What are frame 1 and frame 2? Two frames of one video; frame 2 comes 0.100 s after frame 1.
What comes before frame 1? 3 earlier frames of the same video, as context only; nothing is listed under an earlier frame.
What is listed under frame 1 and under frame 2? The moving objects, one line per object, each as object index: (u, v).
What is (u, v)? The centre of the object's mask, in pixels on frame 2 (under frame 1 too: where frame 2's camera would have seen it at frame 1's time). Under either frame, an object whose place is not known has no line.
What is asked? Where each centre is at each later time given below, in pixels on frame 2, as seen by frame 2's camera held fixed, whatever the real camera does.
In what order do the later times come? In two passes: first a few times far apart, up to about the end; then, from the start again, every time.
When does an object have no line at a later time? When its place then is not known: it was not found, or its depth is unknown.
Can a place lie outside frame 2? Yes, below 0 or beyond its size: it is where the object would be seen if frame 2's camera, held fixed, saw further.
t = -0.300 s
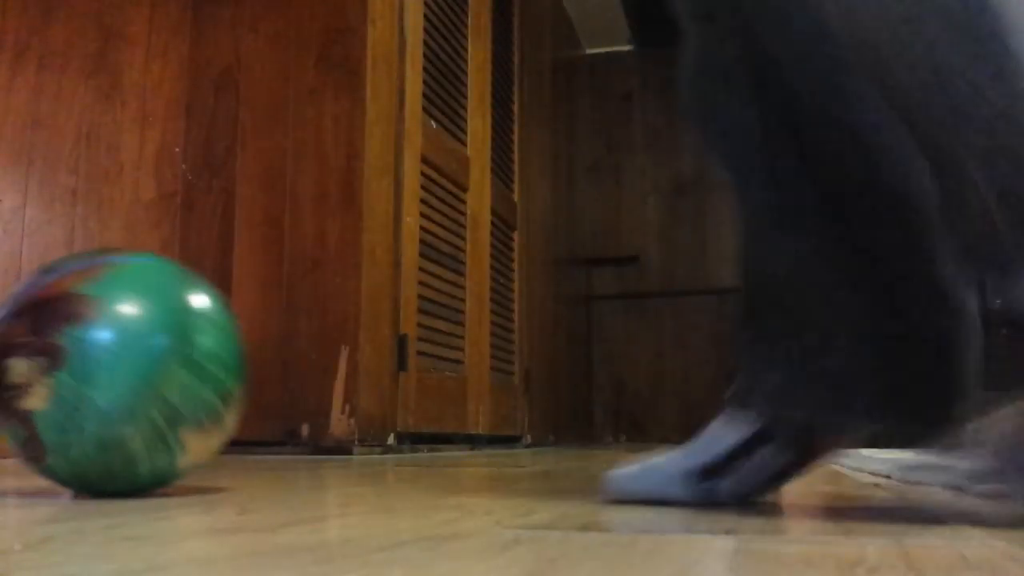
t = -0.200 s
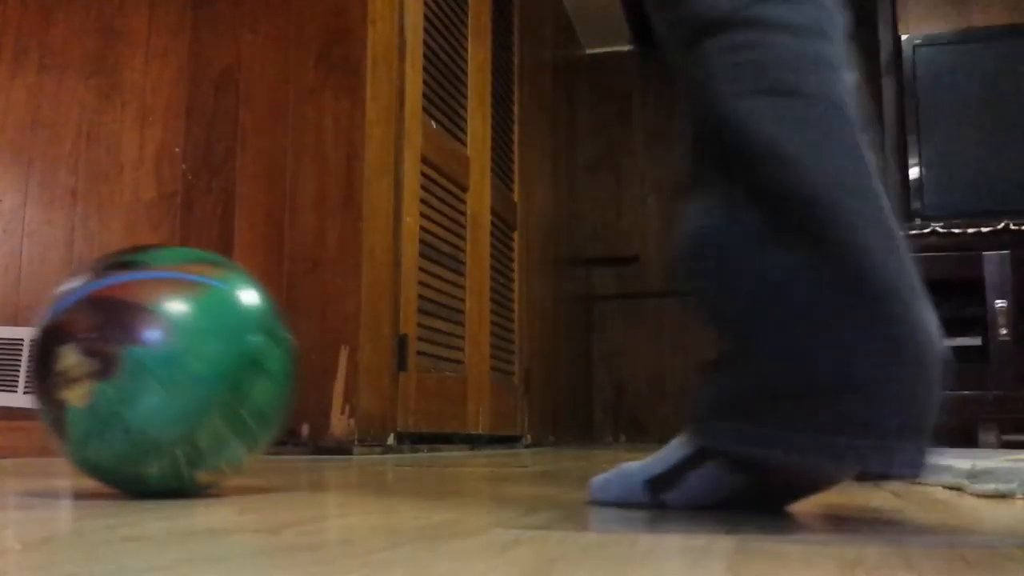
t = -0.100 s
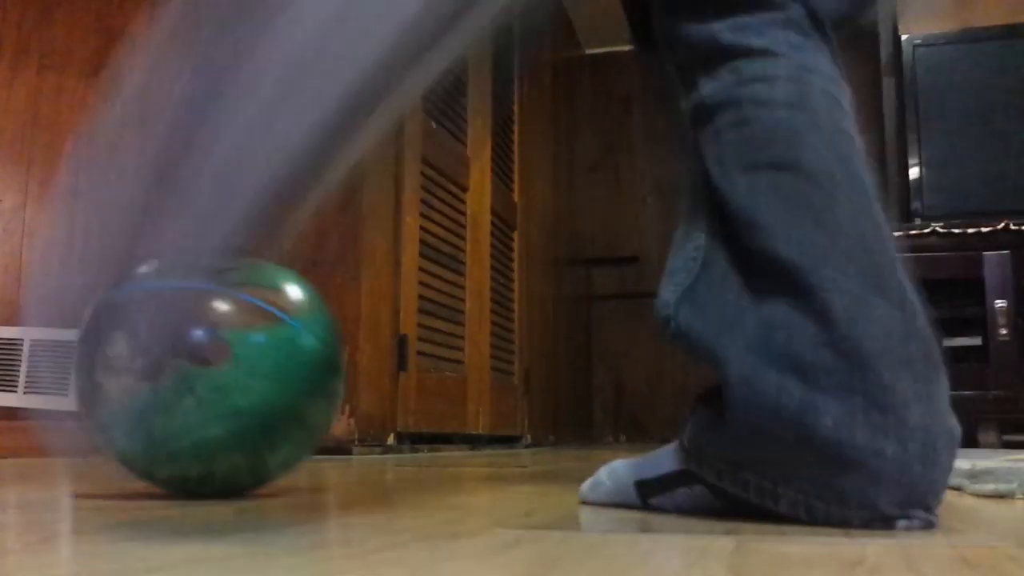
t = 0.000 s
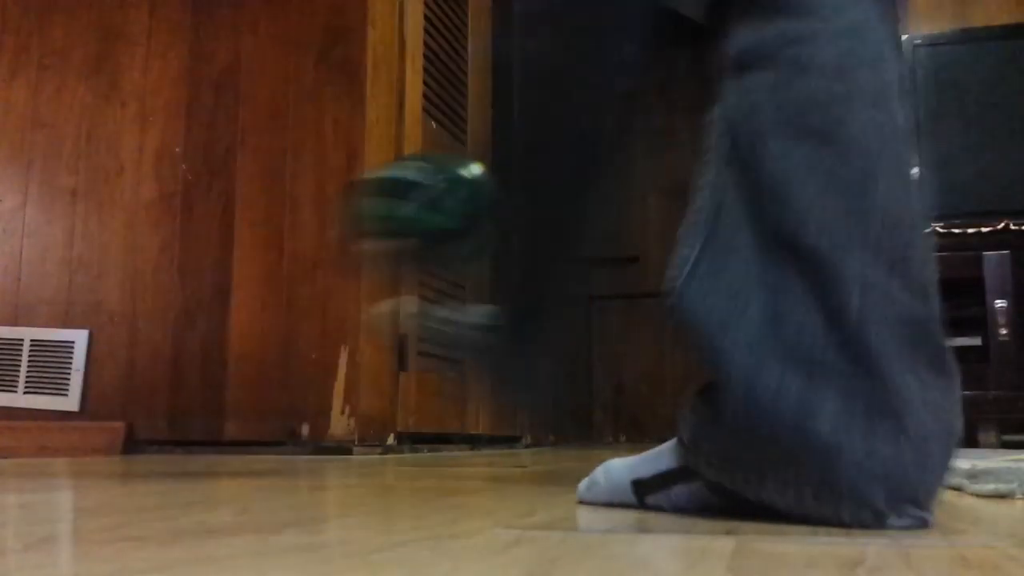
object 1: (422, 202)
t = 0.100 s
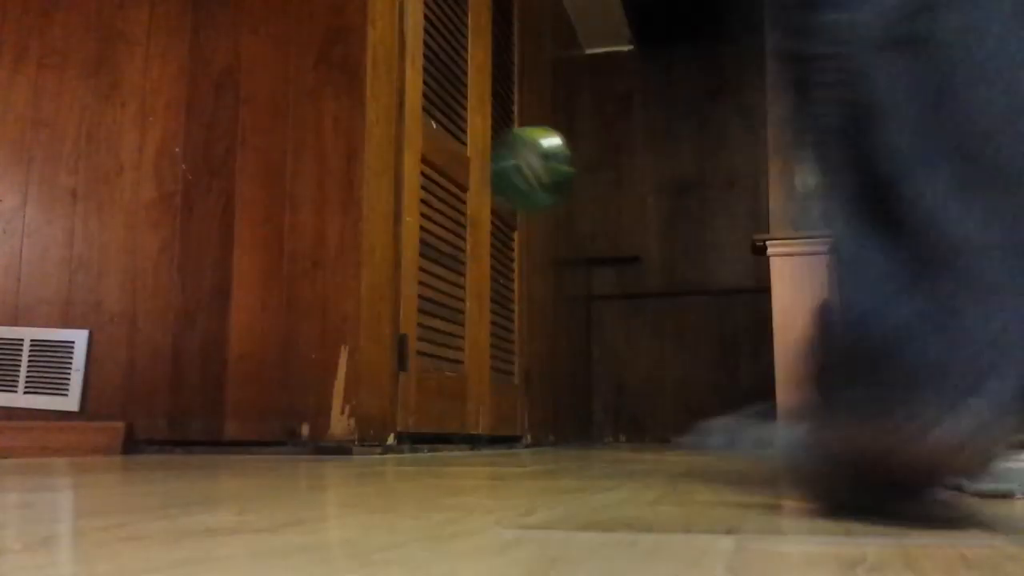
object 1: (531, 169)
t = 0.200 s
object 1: (573, 171)
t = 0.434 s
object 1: (610, 245)
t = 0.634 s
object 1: (588, 305)
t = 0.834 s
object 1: (584, 424)
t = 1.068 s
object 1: (579, 314)
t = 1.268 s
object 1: (573, 321)
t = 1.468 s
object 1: (563, 391)
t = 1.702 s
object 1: (542, 322)
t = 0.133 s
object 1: (551, 164)
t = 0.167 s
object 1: (565, 165)
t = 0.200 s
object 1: (573, 171)
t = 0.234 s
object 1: (584, 179)
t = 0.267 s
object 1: (588, 186)
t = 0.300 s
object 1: (595, 197)
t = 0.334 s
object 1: (599, 209)
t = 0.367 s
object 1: (603, 221)
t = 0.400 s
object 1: (607, 232)
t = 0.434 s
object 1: (610, 245)
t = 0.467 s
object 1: (615, 261)
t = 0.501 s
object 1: (618, 276)
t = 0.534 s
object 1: (617, 281)
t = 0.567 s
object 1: (608, 283)
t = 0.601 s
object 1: (597, 298)
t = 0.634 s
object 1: (588, 305)
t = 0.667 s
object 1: (587, 315)
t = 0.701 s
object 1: (587, 328)
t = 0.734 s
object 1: (587, 348)
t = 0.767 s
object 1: (587, 370)
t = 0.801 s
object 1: (585, 396)
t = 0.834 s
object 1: (584, 424)
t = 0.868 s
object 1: (585, 402)
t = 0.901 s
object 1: (584, 384)
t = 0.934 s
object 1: (583, 368)
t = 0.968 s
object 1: (581, 348)
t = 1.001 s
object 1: (579, 334)
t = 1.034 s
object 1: (581, 323)
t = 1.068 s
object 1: (579, 314)
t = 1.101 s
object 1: (576, 307)
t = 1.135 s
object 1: (575, 303)
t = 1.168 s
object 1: (575, 302)
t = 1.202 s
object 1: (574, 305)
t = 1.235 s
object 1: (573, 311)
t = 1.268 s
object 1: (573, 321)
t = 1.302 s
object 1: (571, 335)
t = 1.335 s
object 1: (568, 356)
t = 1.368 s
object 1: (566, 378)
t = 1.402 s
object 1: (570, 409)
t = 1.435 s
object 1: (565, 412)
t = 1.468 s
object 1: (563, 391)
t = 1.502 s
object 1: (560, 369)
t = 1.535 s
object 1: (557, 350)
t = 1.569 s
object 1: (554, 338)
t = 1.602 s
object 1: (551, 327)
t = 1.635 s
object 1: (548, 320)
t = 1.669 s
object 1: (544, 318)
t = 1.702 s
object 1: (542, 322)
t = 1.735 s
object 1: (538, 332)
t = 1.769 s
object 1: (535, 349)
